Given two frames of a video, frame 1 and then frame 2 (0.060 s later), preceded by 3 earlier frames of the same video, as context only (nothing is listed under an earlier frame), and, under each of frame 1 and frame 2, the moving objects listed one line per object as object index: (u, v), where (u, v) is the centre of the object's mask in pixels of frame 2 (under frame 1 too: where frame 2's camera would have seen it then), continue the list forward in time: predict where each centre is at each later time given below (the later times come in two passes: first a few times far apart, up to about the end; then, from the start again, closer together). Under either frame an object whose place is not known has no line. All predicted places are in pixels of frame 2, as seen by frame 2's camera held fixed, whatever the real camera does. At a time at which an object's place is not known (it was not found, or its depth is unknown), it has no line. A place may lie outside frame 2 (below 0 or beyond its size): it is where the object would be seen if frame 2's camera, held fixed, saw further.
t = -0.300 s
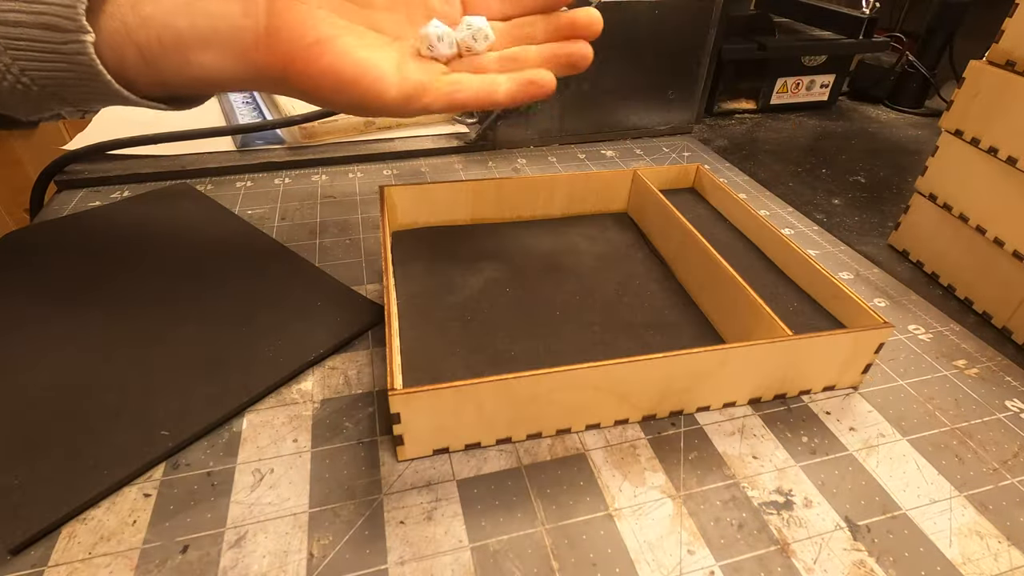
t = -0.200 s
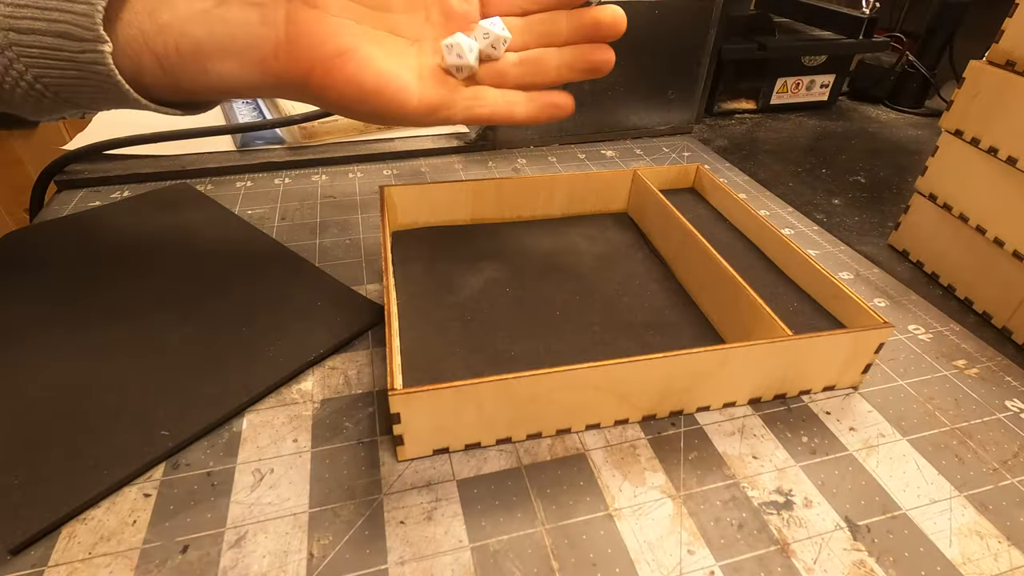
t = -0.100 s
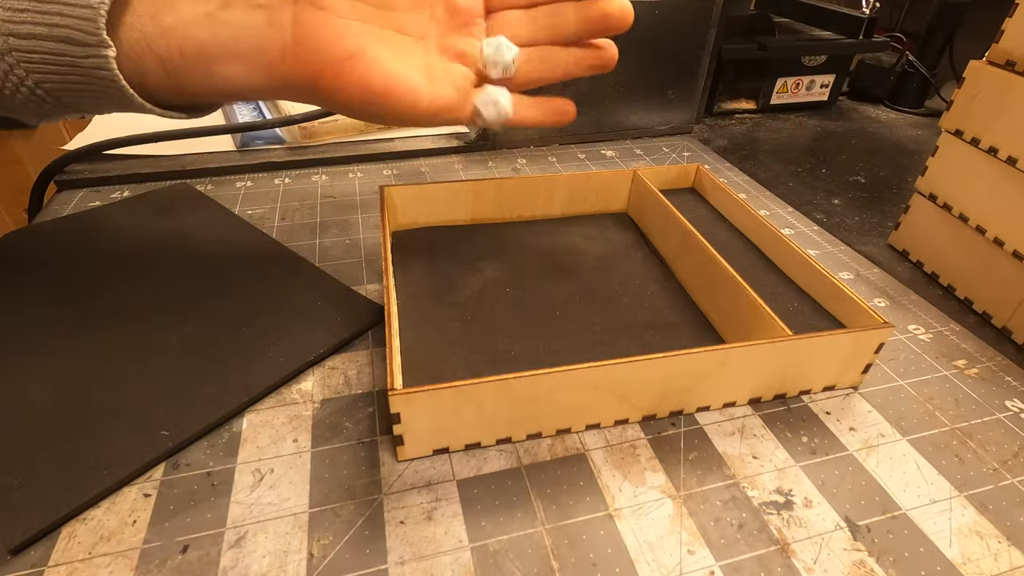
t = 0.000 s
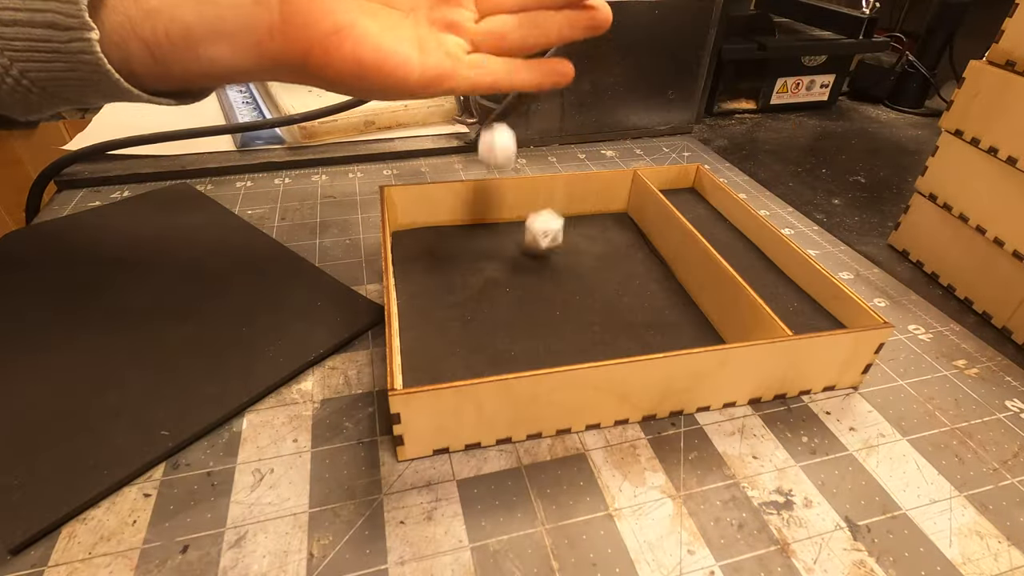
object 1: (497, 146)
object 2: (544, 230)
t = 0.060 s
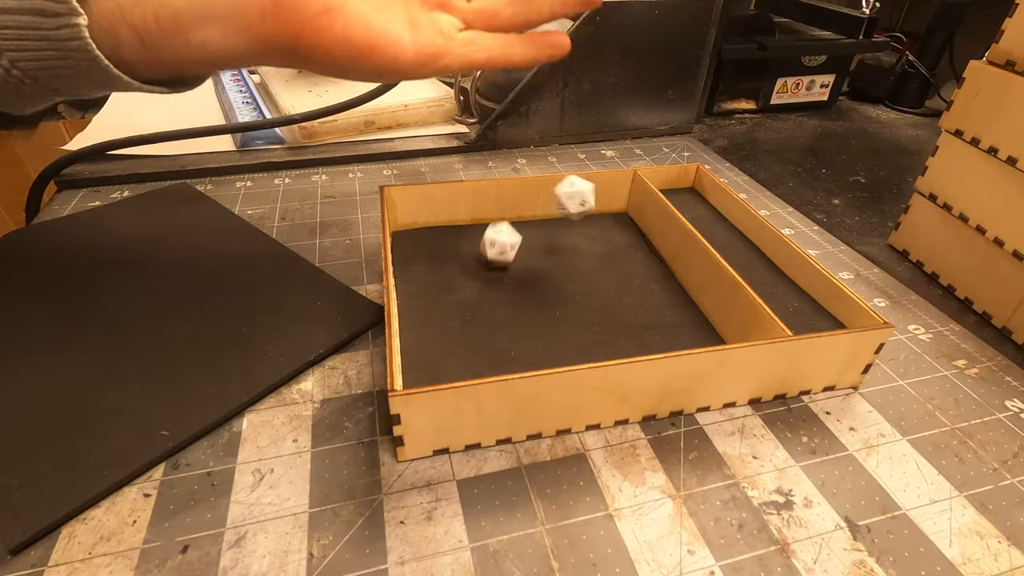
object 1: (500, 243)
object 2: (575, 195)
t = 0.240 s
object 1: (548, 278)
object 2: (660, 264)
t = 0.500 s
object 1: (664, 317)
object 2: (711, 323)
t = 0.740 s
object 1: (670, 309)
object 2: (713, 335)
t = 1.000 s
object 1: (670, 307)
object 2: (709, 335)
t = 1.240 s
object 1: (670, 307)
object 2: (710, 335)
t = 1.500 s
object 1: (670, 307)
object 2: (710, 335)
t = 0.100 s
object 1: (510, 216)
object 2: (591, 208)
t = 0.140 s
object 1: (519, 216)
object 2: (605, 245)
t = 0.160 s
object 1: (524, 226)
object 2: (612, 265)
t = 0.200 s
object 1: (532, 268)
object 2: (637, 253)
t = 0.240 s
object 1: (548, 278)
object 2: (660, 264)
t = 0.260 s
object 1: (559, 277)
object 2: (668, 280)
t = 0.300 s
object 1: (580, 295)
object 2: (682, 278)
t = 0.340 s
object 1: (602, 300)
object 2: (691, 295)
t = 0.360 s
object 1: (612, 304)
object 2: (694, 298)
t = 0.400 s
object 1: (636, 307)
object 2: (699, 306)
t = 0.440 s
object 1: (657, 310)
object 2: (705, 317)
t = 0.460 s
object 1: (662, 313)
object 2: (709, 319)
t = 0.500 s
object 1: (664, 317)
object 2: (711, 323)
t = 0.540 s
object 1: (665, 317)
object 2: (712, 325)
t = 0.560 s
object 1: (666, 315)
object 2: (713, 327)
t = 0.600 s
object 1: (668, 312)
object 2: (713, 331)
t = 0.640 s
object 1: (668, 311)
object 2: (710, 333)
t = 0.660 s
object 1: (669, 311)
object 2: (710, 334)
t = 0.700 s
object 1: (669, 310)
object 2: (712, 336)
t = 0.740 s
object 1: (670, 309)
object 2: (713, 335)
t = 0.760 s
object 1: (670, 307)
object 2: (711, 335)
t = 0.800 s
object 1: (671, 306)
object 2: (708, 334)
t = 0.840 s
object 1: (670, 308)
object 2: (711, 335)
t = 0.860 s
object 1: (670, 308)
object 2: (712, 335)
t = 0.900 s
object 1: (670, 307)
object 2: (709, 335)
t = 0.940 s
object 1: (670, 307)
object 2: (710, 335)
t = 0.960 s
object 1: (670, 307)
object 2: (710, 335)
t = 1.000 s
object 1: (670, 307)
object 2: (709, 335)
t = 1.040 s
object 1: (670, 307)
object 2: (710, 335)
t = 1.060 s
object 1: (670, 307)
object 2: (710, 335)
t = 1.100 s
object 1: (670, 307)
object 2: (710, 335)
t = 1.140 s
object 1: (670, 307)
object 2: (710, 335)
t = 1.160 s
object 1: (670, 307)
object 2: (710, 335)
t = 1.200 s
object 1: (670, 307)
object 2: (710, 335)
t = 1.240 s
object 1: (670, 307)
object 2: (710, 335)
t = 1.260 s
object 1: (670, 307)
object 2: (710, 335)
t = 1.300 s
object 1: (670, 307)
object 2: (710, 335)
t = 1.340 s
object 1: (670, 307)
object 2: (710, 335)
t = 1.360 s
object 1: (670, 307)
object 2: (710, 335)
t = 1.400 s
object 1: (670, 307)
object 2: (710, 335)
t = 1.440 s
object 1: (670, 307)
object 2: (710, 335)
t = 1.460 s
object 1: (670, 307)
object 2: (710, 335)
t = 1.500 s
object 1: (670, 307)
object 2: (710, 335)
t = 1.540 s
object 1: (670, 307)
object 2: (710, 335)
